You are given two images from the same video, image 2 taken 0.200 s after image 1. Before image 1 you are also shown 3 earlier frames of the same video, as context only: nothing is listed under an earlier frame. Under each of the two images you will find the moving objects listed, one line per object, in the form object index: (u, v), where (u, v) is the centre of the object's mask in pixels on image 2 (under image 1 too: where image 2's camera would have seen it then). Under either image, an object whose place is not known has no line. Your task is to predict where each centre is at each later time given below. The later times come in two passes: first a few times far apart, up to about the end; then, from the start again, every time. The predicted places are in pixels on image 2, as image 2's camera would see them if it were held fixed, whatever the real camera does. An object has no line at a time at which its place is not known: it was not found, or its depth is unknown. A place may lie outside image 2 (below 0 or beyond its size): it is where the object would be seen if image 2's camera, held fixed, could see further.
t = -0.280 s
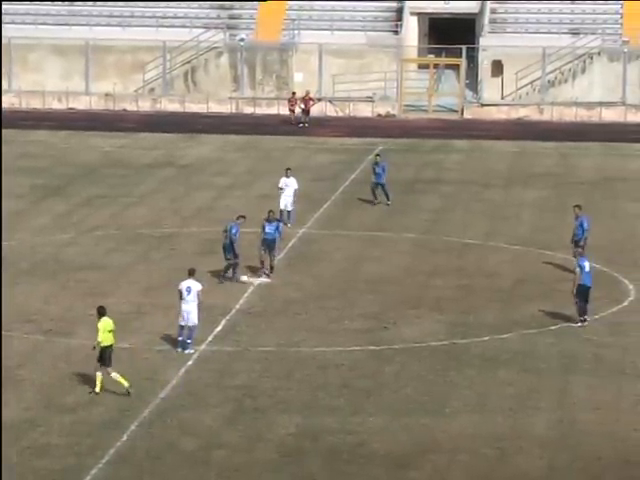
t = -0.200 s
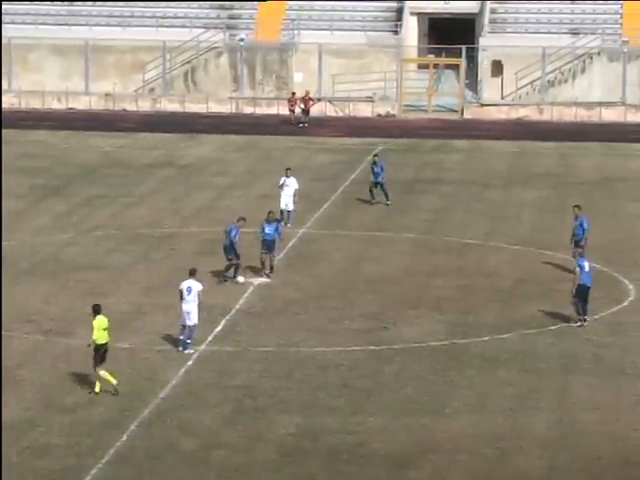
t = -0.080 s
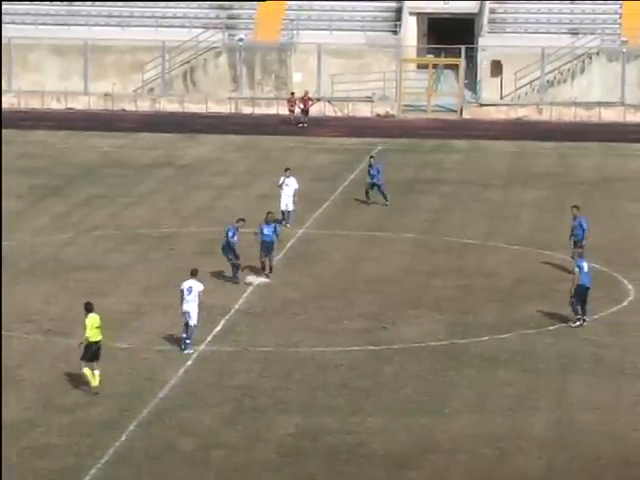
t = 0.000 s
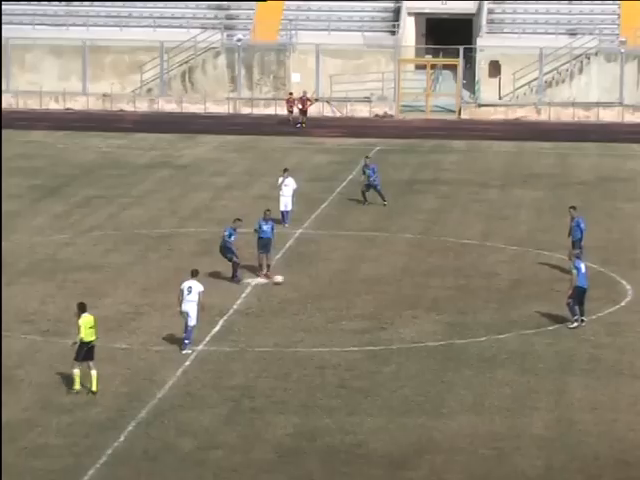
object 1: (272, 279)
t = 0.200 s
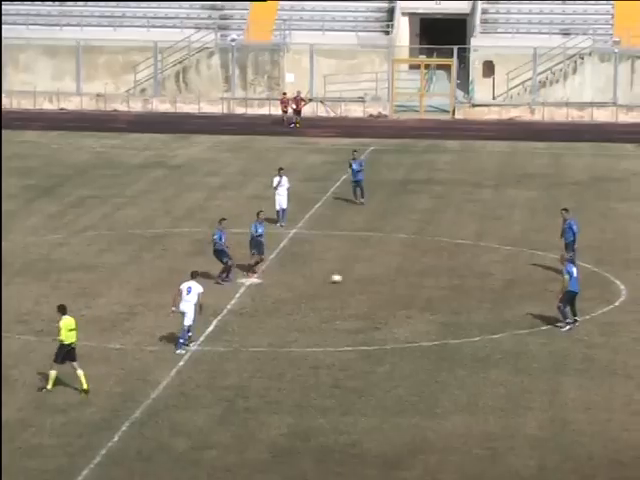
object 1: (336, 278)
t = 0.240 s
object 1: (348, 279)
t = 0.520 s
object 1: (416, 279)
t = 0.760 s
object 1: (460, 277)
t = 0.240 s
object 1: (348, 279)
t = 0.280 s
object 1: (359, 279)
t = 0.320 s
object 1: (370, 279)
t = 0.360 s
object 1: (379, 279)
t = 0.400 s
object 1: (389, 279)
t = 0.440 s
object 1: (398, 279)
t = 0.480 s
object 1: (407, 279)
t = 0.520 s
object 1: (416, 279)
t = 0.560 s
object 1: (423, 278)
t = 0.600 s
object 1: (431, 279)
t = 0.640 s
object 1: (439, 279)
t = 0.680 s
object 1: (446, 278)
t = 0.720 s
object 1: (453, 277)
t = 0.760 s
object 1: (460, 277)
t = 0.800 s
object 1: (467, 278)
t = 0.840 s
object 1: (474, 278)
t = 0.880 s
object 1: (482, 277)
